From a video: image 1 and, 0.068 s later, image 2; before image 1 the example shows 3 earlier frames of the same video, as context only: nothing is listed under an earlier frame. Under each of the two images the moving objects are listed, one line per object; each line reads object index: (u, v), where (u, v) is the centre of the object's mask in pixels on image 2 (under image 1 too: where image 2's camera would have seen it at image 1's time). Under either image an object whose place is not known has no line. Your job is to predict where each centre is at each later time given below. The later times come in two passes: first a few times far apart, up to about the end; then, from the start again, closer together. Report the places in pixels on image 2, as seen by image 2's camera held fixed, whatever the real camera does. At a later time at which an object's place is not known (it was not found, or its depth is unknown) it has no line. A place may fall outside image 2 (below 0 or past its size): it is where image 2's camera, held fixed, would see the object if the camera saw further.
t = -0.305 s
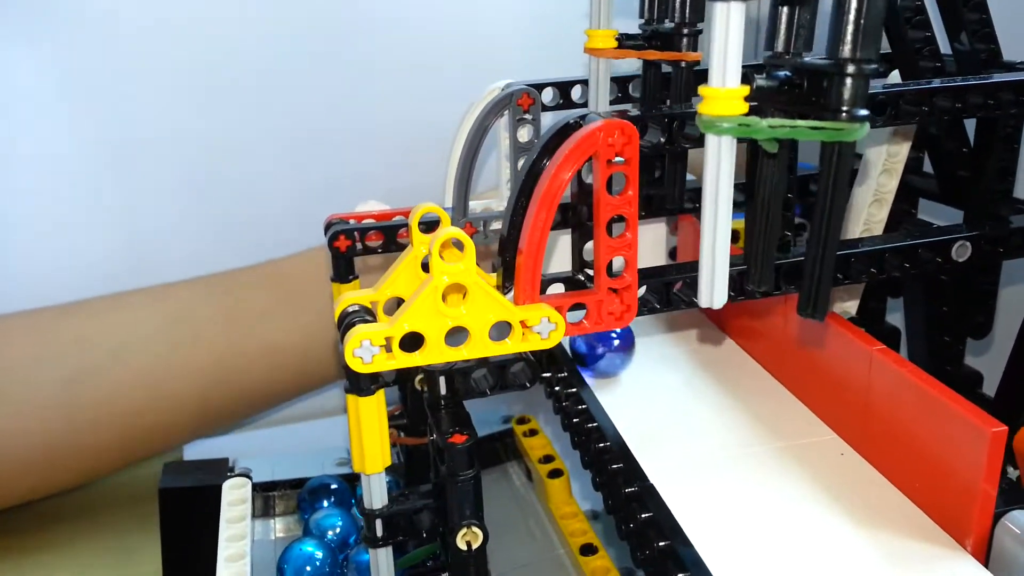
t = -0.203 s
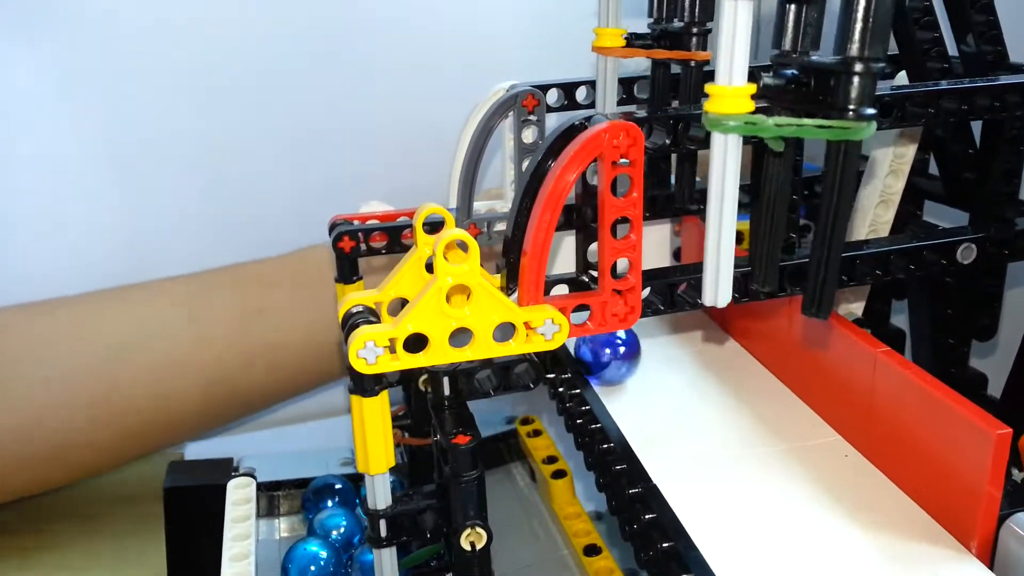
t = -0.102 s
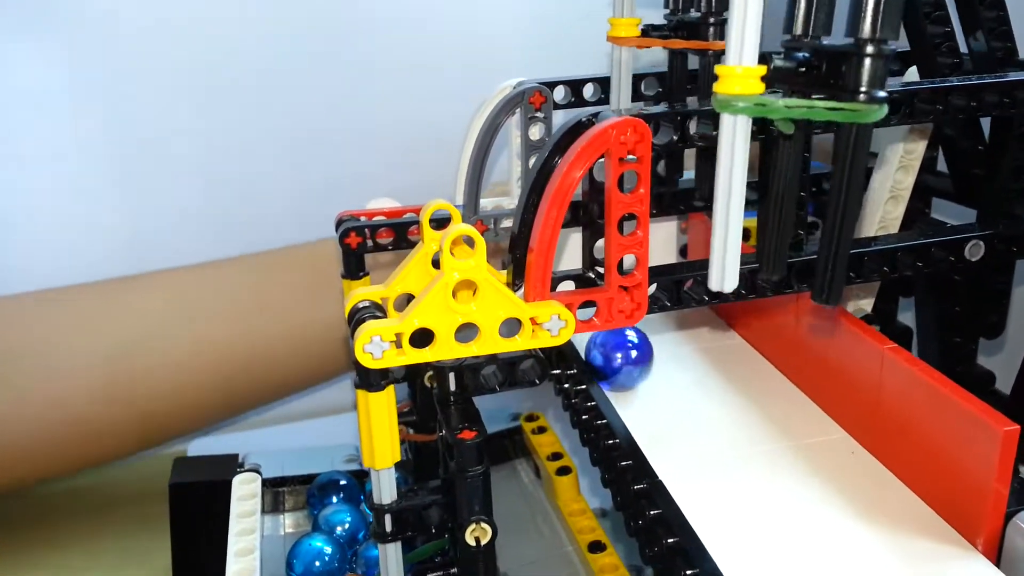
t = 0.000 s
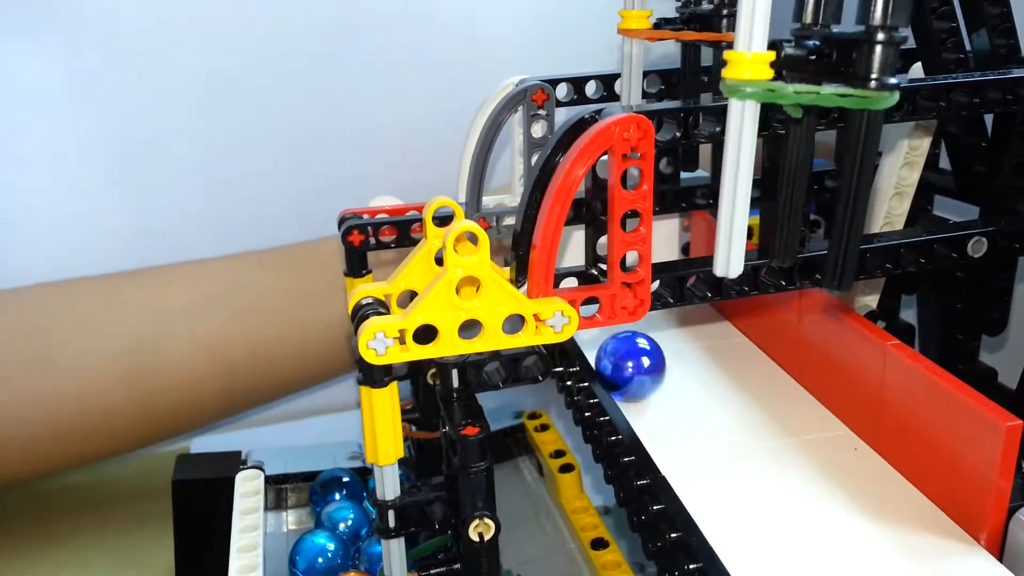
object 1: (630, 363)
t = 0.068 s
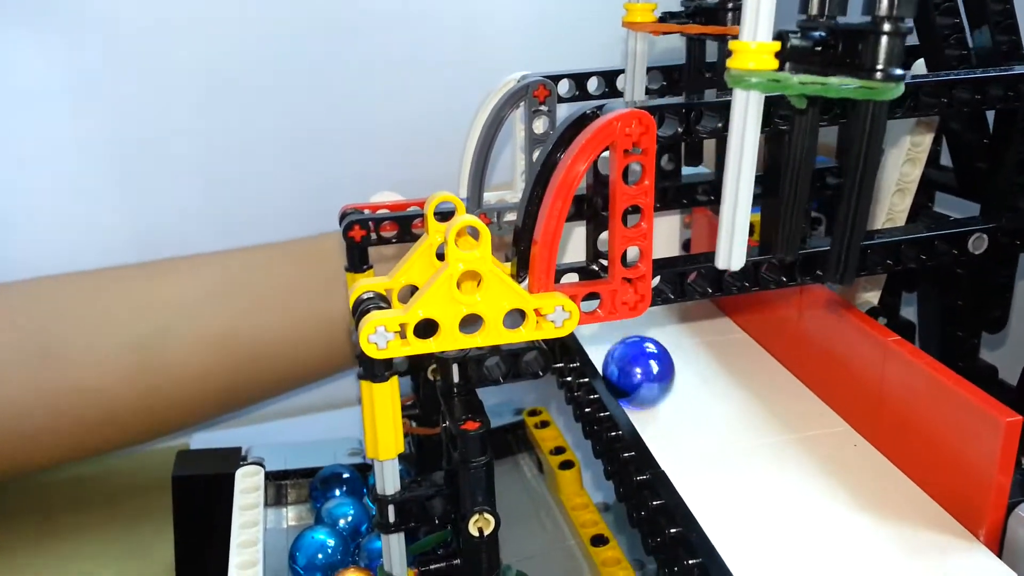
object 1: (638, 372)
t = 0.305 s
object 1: (679, 428)
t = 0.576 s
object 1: (771, 544)
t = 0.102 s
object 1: (642, 379)
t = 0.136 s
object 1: (647, 385)
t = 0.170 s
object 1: (652, 392)
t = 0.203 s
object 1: (658, 400)
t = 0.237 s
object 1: (665, 409)
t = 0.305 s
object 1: (679, 428)
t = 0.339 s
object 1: (688, 437)
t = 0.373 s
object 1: (696, 450)
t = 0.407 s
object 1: (707, 463)
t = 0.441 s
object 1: (720, 477)
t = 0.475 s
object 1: (733, 491)
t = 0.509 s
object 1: (745, 510)
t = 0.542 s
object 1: (759, 531)
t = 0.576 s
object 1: (771, 544)
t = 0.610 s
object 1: (786, 554)
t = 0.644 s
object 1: (800, 567)
